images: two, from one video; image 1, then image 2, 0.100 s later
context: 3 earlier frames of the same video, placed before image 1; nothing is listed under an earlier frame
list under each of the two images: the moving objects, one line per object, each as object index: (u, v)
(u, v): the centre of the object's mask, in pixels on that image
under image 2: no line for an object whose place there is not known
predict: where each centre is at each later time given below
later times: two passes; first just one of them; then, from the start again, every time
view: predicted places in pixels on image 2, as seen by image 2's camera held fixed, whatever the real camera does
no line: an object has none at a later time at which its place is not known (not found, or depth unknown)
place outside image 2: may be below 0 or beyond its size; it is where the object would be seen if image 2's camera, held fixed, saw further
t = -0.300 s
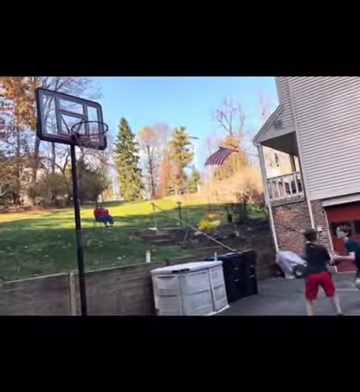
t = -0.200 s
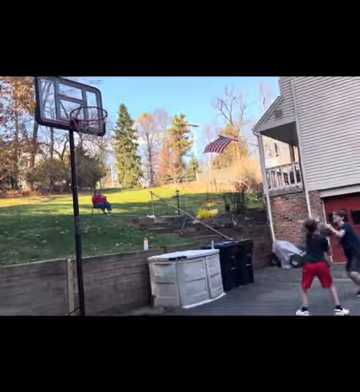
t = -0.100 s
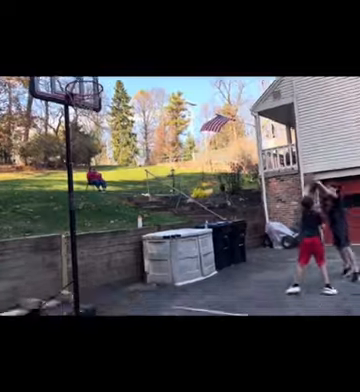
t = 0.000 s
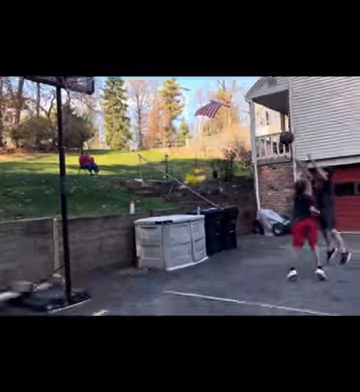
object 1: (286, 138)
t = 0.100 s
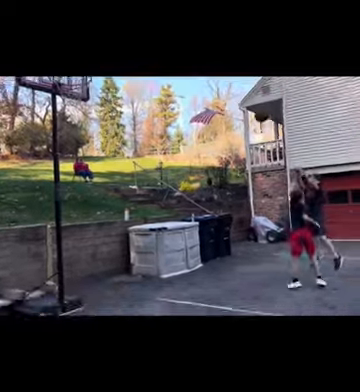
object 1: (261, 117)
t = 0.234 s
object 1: (236, 81)
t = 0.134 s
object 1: (254, 105)
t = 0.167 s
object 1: (249, 96)
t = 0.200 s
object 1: (242, 88)
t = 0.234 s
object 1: (236, 81)
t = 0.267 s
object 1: (230, 74)
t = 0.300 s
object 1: (224, 68)
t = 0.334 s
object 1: (217, 62)
